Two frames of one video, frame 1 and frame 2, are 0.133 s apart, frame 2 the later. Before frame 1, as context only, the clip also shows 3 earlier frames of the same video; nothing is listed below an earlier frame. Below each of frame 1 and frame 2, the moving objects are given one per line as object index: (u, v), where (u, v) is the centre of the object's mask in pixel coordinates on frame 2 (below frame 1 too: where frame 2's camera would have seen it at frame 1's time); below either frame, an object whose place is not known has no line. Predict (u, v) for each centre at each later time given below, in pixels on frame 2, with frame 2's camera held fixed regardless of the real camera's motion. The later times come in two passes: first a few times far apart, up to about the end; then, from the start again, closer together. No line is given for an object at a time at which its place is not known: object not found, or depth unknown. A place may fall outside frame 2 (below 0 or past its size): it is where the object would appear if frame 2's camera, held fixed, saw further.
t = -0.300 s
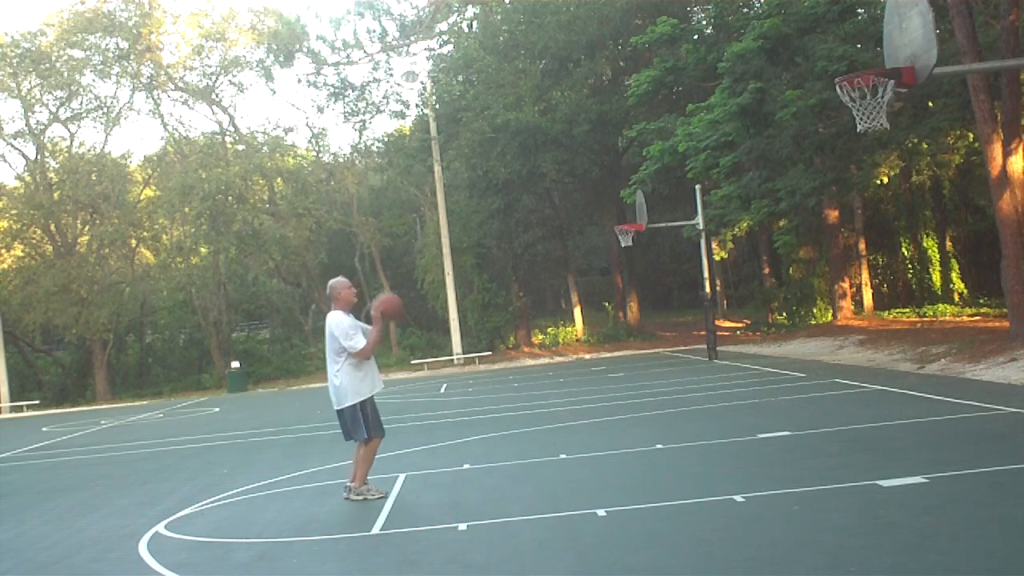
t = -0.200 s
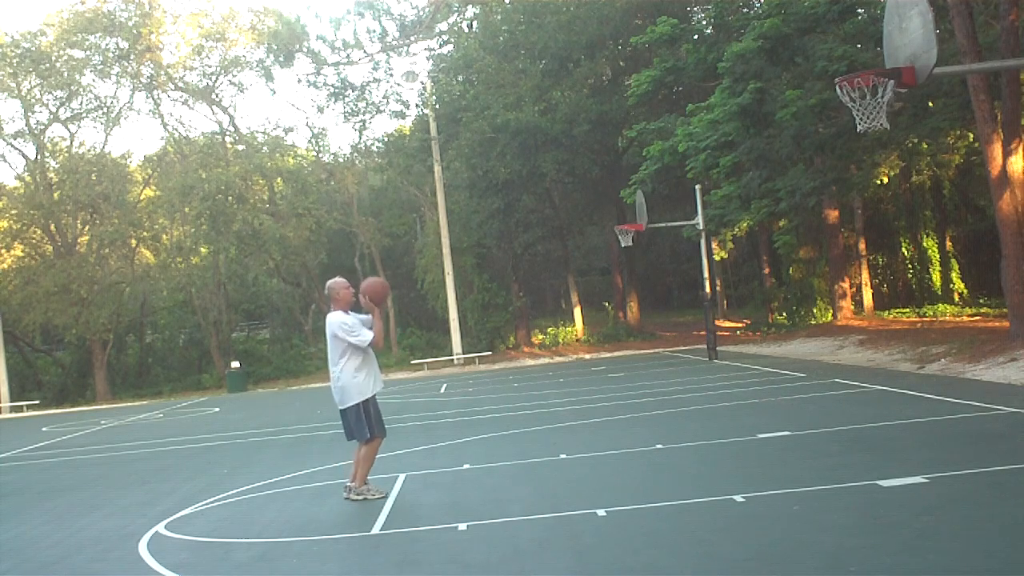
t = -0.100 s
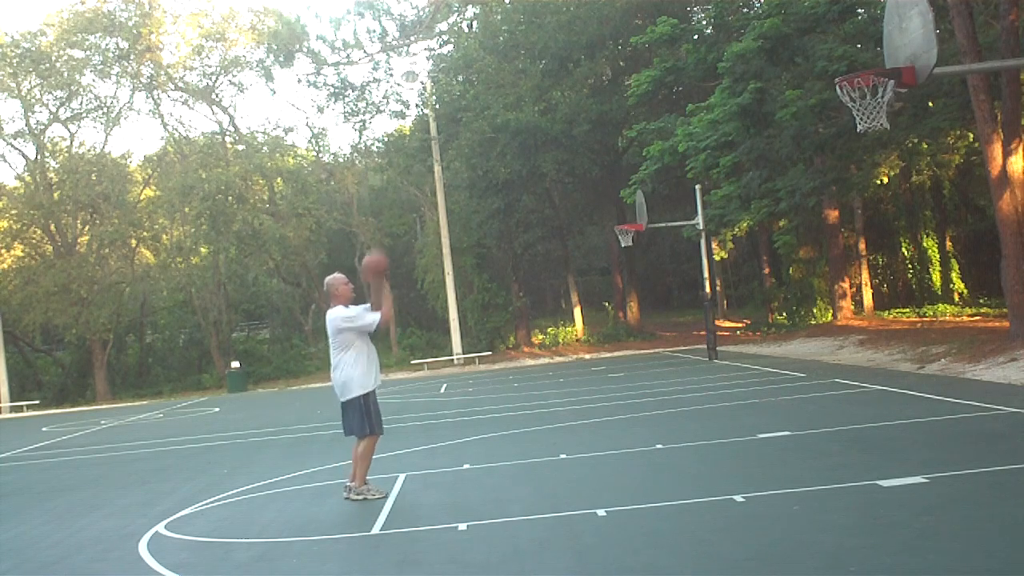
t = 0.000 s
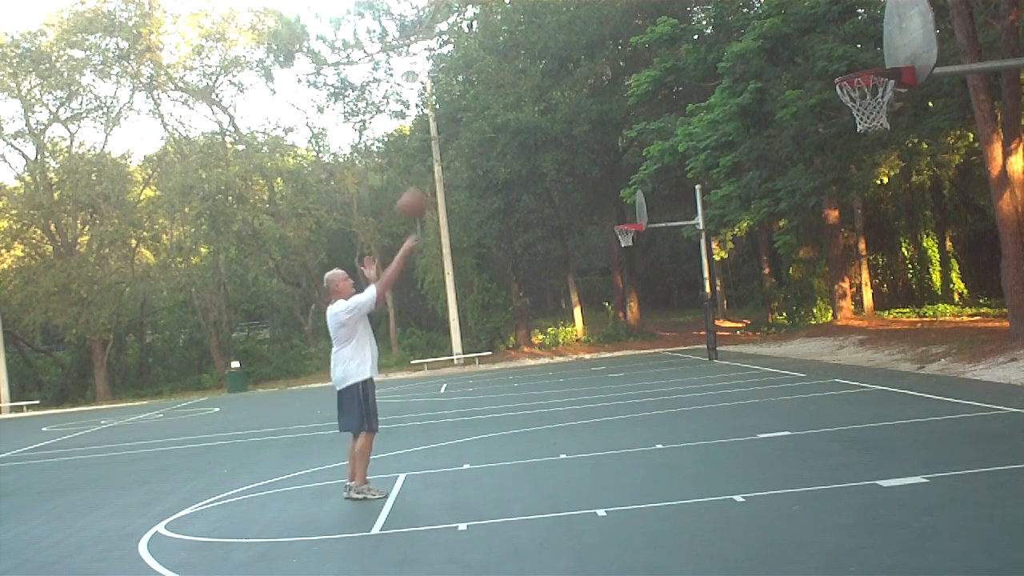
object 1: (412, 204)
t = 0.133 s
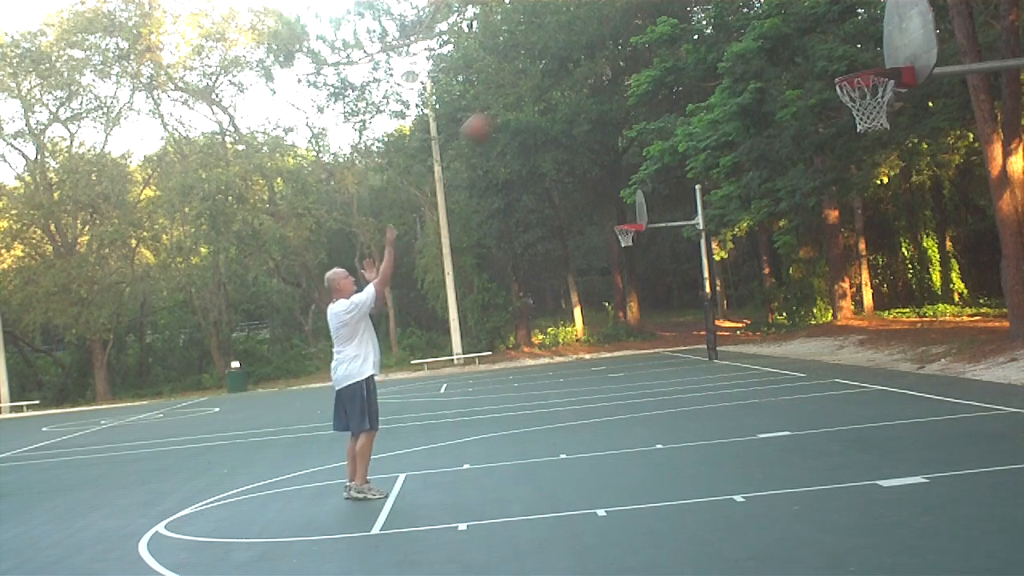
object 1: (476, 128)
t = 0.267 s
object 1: (546, 73)
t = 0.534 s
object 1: (680, 21)
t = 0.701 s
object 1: (772, 29)
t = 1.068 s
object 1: (878, 152)
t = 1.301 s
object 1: (874, 294)
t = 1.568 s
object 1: (845, 375)
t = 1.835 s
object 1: (774, 269)
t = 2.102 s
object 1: (712, 248)
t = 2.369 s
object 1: (658, 308)
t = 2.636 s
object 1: (613, 456)
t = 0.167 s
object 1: (494, 113)
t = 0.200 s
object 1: (511, 97)
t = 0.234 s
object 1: (528, 84)
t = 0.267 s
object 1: (546, 73)
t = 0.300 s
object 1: (561, 63)
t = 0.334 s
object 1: (579, 52)
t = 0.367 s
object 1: (595, 44)
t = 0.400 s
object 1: (611, 37)
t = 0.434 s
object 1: (629, 30)
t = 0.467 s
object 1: (645, 25)
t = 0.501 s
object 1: (664, 23)
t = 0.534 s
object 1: (680, 21)
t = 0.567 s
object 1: (699, 20)
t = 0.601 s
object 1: (718, 21)
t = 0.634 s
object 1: (734, 23)
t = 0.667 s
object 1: (753, 26)
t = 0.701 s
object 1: (772, 29)
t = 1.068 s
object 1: (878, 152)
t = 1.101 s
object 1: (875, 166)
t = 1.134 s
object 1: (875, 186)
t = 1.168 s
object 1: (874, 204)
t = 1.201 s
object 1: (874, 224)
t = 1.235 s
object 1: (873, 242)
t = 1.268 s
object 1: (872, 267)
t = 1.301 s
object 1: (874, 294)
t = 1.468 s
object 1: (872, 431)
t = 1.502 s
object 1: (864, 414)
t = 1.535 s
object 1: (854, 395)
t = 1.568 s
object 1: (845, 375)
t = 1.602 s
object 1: (835, 357)
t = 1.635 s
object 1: (826, 341)
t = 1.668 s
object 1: (817, 326)
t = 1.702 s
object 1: (807, 311)
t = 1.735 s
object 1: (799, 299)
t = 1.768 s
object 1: (791, 289)
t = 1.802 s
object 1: (782, 279)
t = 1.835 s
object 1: (774, 269)
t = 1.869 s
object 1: (766, 263)
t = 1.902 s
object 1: (758, 257)
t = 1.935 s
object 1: (750, 252)
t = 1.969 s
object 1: (742, 249)
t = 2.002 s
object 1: (735, 245)
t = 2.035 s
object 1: (728, 245)
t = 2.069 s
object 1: (719, 247)
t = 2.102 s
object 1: (712, 248)
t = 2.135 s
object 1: (705, 251)
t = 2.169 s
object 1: (697, 257)
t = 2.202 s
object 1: (690, 262)
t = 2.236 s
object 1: (684, 269)
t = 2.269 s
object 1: (677, 276)
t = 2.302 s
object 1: (670, 286)
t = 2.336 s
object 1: (664, 296)
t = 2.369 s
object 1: (658, 308)
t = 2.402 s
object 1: (652, 321)
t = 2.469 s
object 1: (639, 355)
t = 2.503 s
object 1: (634, 374)
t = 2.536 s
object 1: (628, 393)
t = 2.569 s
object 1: (624, 413)
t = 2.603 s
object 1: (618, 436)
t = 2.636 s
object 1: (613, 456)
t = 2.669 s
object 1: (604, 443)
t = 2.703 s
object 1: (597, 428)
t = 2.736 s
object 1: (589, 415)
